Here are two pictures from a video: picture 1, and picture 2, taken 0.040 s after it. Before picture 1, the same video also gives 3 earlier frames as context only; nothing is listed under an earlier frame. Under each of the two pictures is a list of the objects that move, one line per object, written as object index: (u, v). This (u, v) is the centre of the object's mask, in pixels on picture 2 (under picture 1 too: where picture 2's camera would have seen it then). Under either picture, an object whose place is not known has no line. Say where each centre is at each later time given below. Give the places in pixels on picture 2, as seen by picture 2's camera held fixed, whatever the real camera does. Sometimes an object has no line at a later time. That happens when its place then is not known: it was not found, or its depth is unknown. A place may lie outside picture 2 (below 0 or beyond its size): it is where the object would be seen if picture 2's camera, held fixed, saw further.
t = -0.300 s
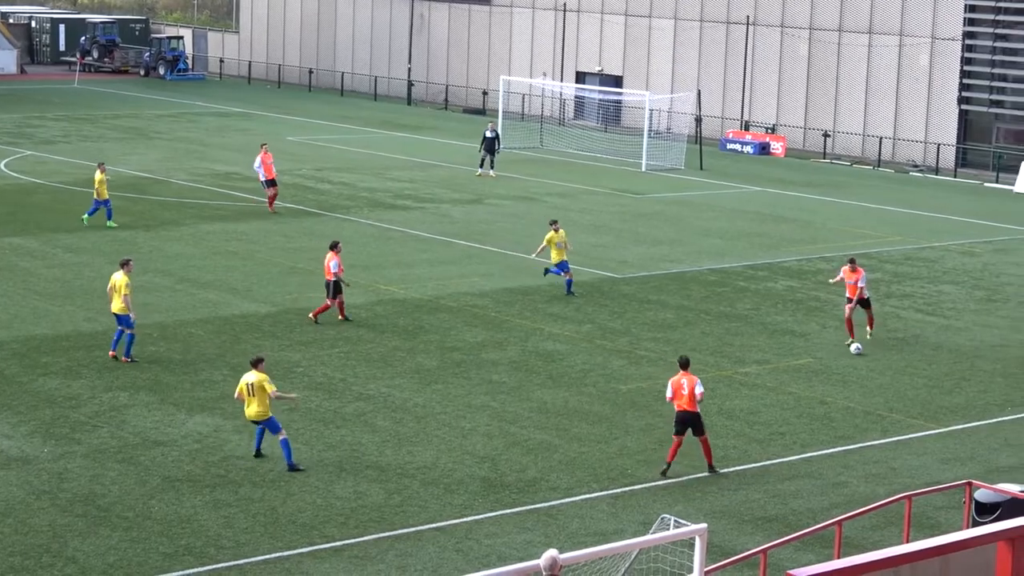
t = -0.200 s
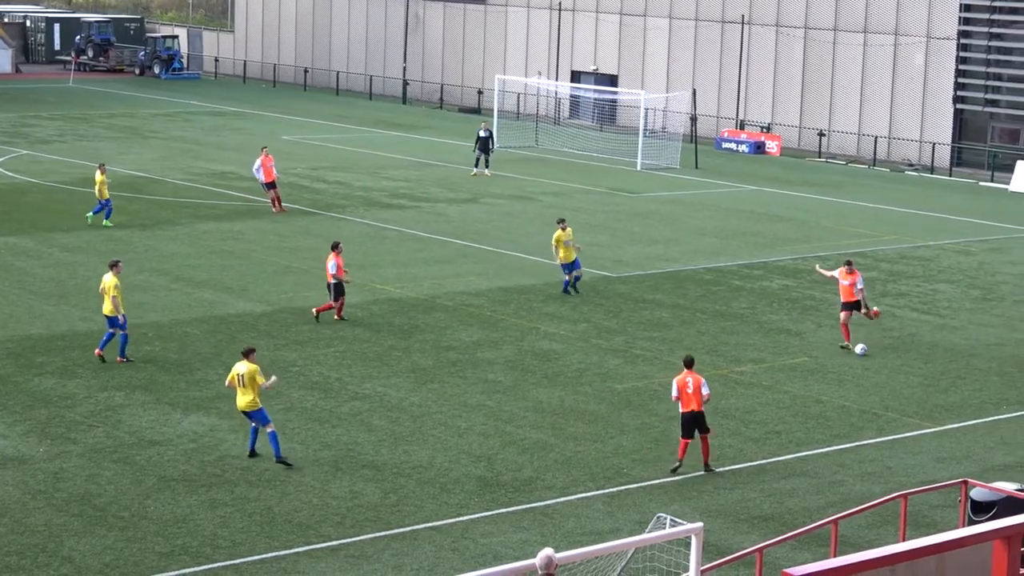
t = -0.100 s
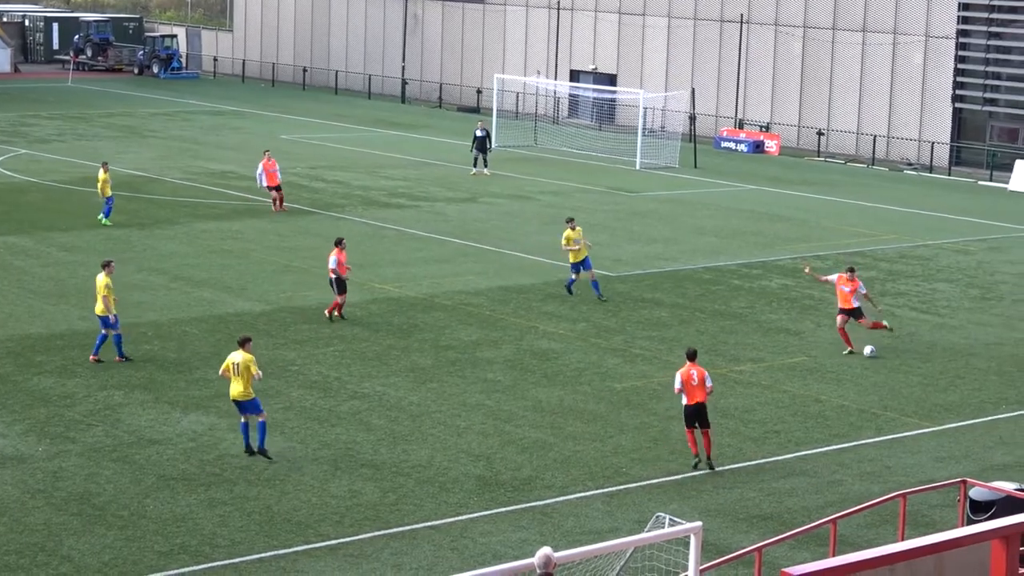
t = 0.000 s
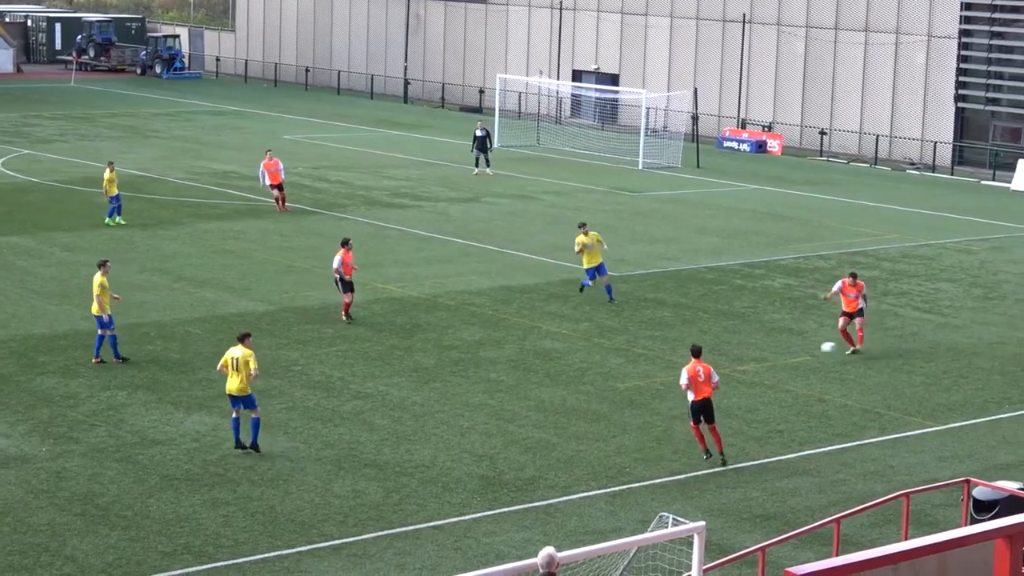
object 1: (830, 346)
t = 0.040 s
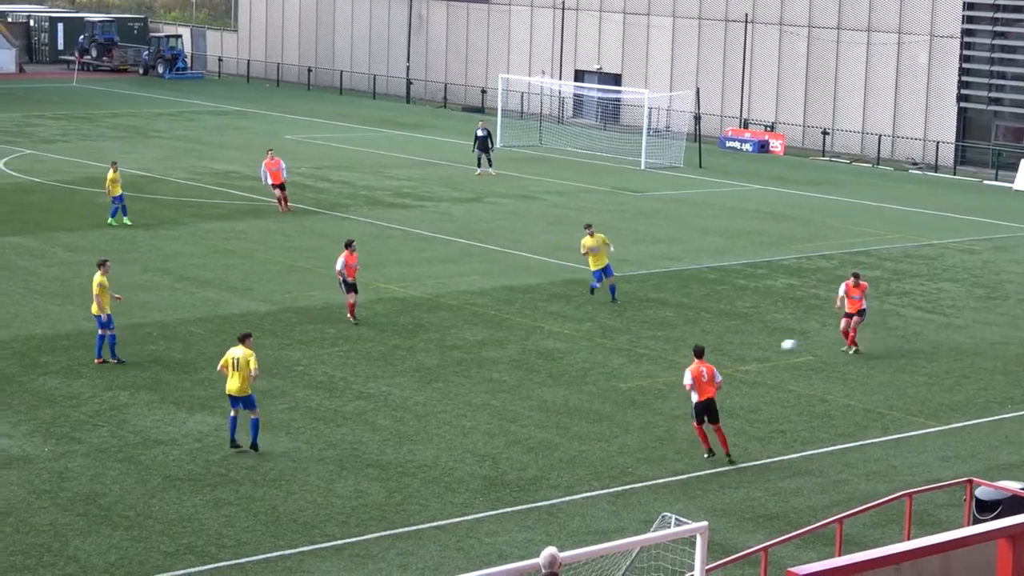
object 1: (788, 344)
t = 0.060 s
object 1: (766, 343)
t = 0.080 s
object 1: (745, 342)
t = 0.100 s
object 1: (724, 342)
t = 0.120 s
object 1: (702, 341)
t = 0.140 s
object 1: (679, 341)
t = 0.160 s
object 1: (658, 341)
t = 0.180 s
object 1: (636, 341)
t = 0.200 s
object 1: (613, 341)
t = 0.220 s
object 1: (591, 341)
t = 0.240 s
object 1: (569, 341)
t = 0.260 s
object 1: (547, 342)
